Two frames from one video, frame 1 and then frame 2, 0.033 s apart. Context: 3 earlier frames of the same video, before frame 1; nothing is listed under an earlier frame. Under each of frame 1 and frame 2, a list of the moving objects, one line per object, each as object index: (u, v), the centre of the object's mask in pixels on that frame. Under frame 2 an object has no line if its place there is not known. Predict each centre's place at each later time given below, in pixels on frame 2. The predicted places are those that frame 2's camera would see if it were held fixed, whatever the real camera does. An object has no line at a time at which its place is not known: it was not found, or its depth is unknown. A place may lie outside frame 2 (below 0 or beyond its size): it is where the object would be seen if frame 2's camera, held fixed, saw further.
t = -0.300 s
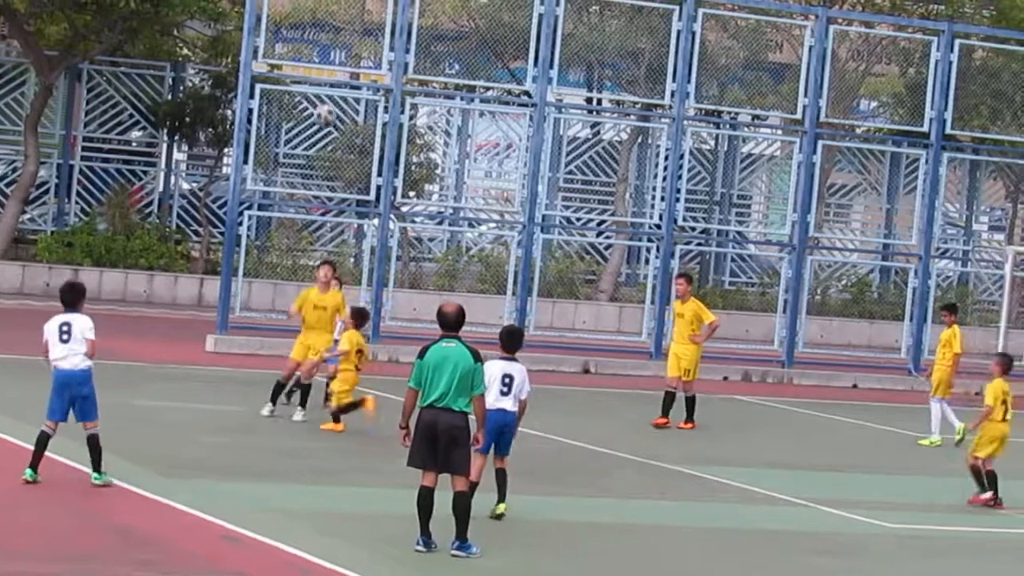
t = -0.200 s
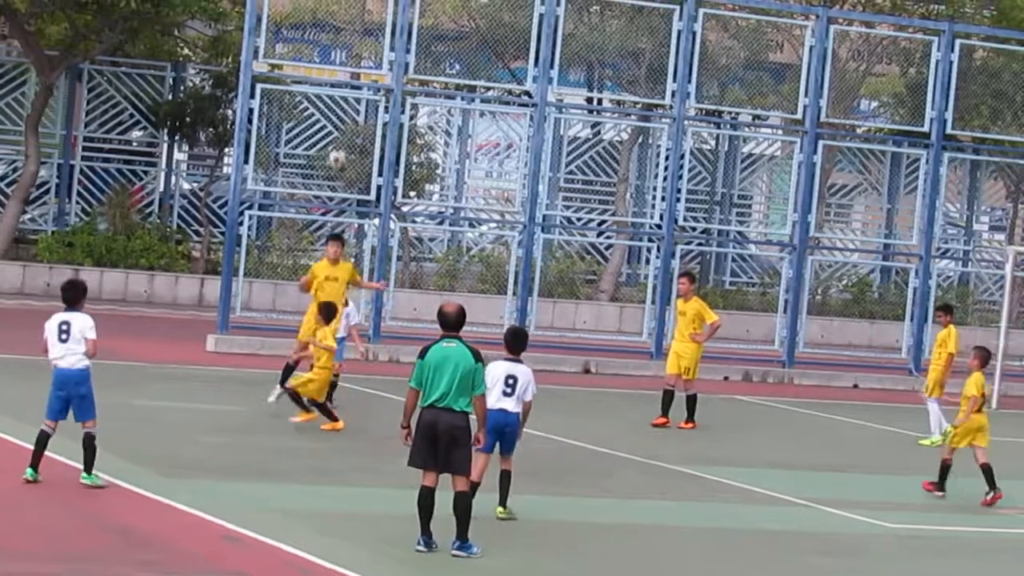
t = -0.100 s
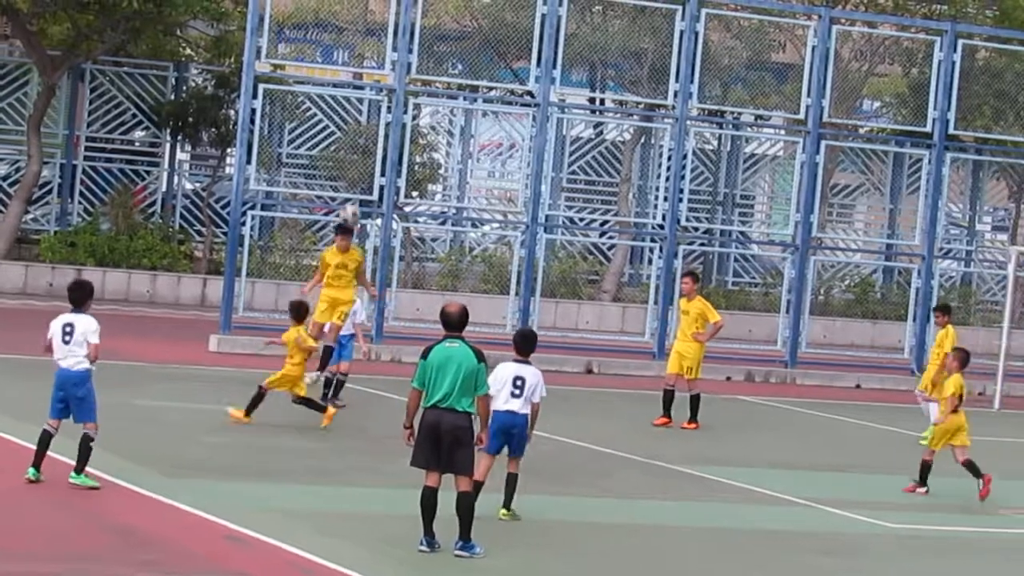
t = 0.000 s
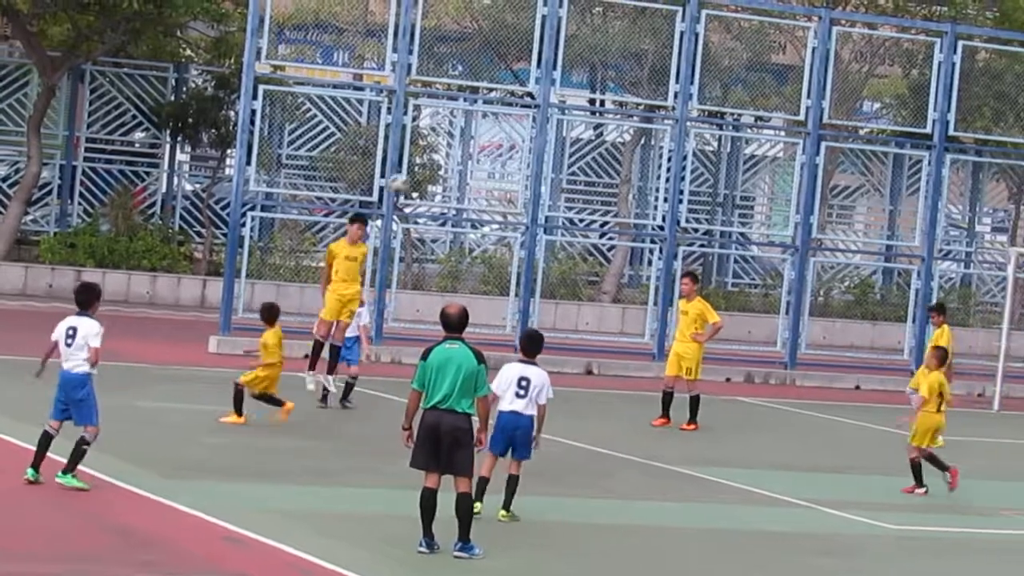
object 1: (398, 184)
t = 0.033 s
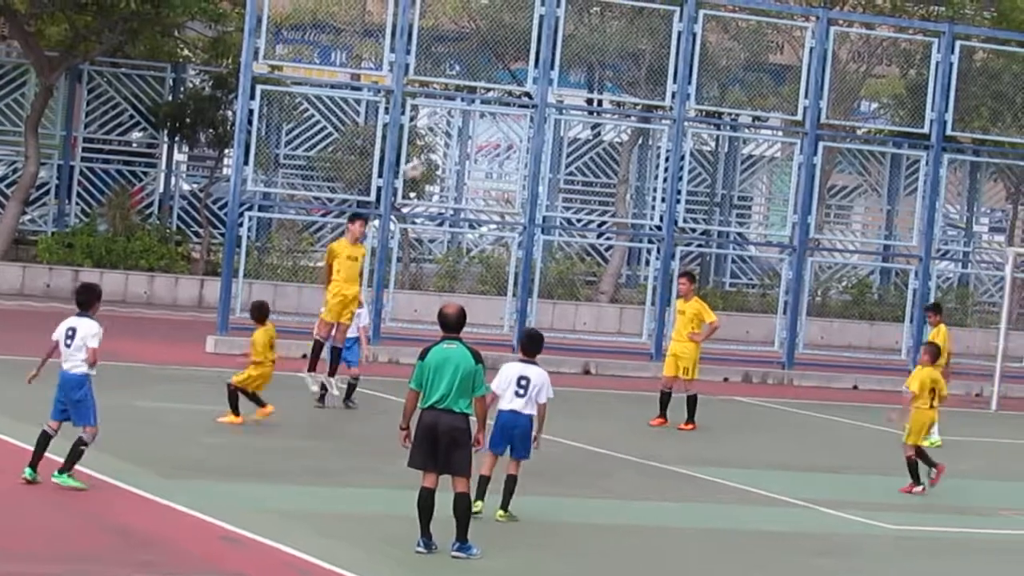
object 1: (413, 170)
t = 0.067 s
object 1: (429, 160)
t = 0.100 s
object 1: (448, 152)
